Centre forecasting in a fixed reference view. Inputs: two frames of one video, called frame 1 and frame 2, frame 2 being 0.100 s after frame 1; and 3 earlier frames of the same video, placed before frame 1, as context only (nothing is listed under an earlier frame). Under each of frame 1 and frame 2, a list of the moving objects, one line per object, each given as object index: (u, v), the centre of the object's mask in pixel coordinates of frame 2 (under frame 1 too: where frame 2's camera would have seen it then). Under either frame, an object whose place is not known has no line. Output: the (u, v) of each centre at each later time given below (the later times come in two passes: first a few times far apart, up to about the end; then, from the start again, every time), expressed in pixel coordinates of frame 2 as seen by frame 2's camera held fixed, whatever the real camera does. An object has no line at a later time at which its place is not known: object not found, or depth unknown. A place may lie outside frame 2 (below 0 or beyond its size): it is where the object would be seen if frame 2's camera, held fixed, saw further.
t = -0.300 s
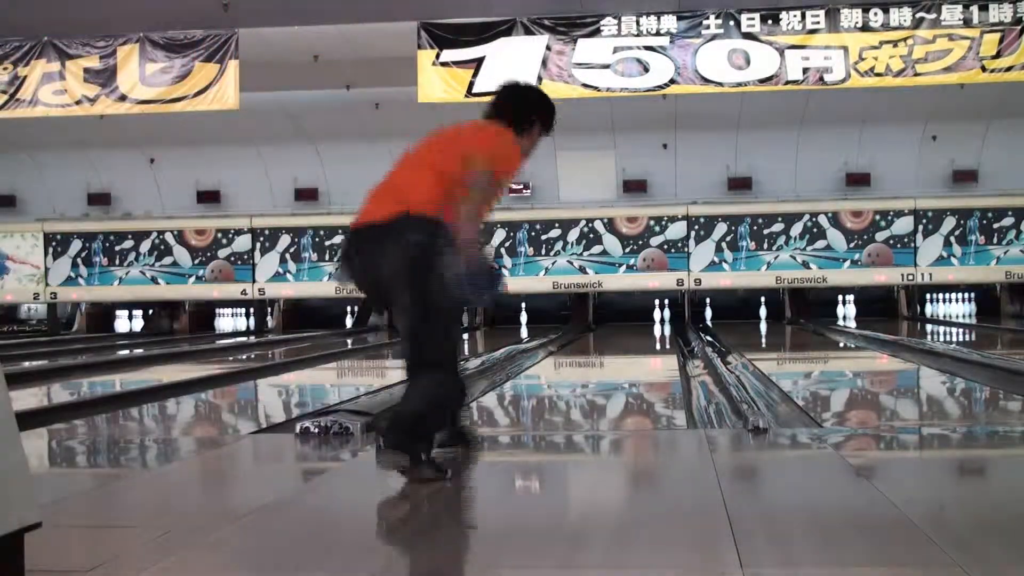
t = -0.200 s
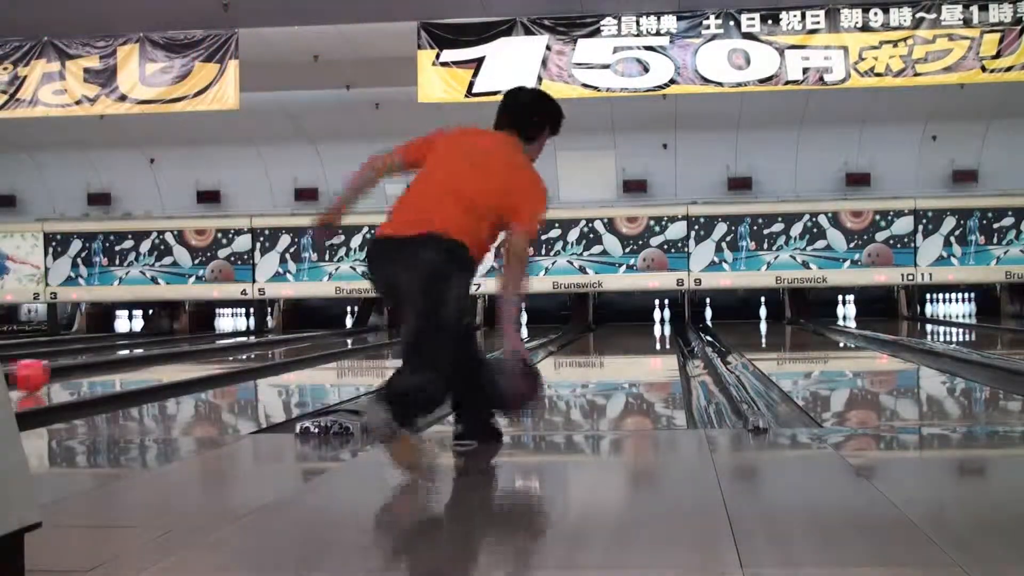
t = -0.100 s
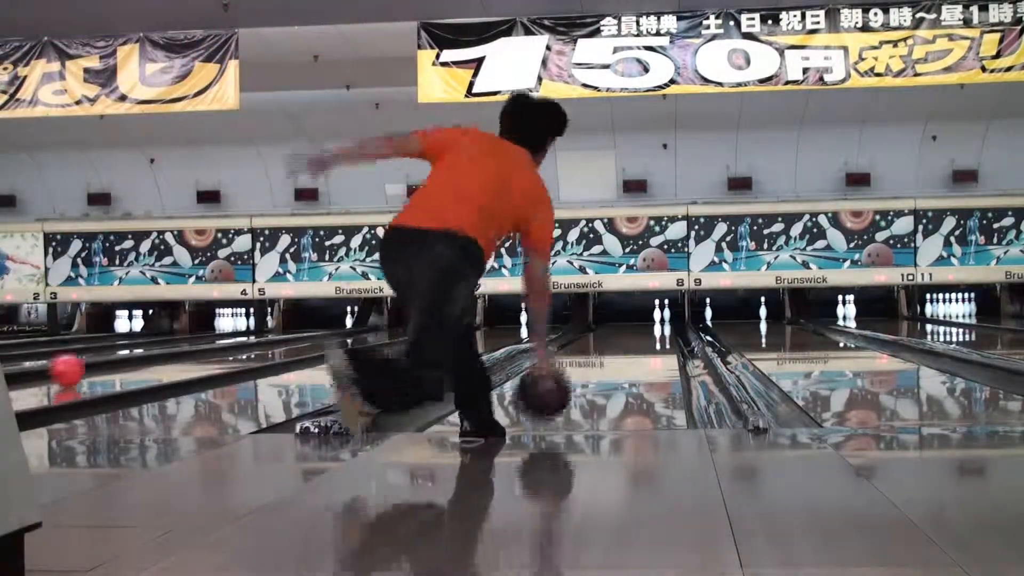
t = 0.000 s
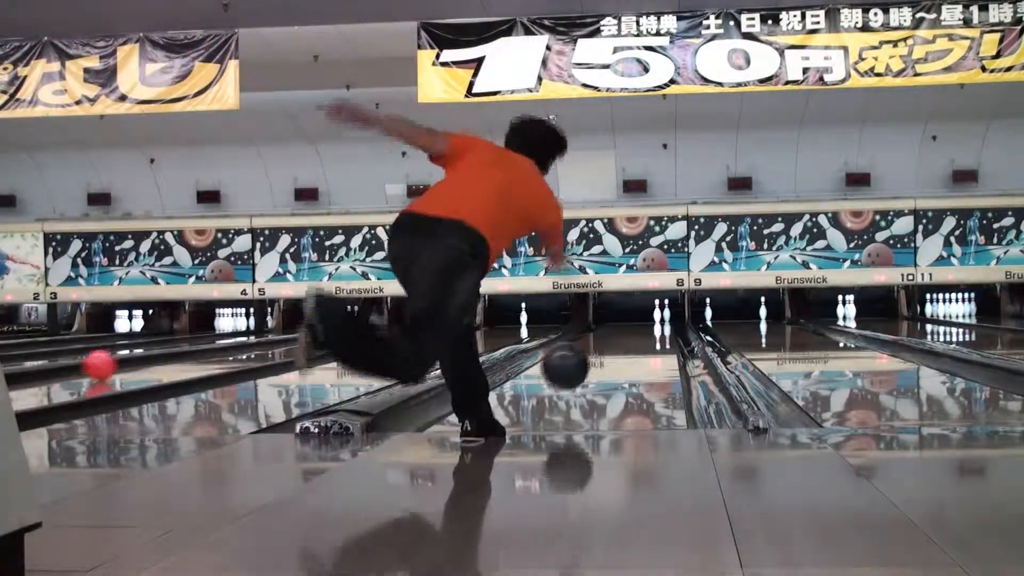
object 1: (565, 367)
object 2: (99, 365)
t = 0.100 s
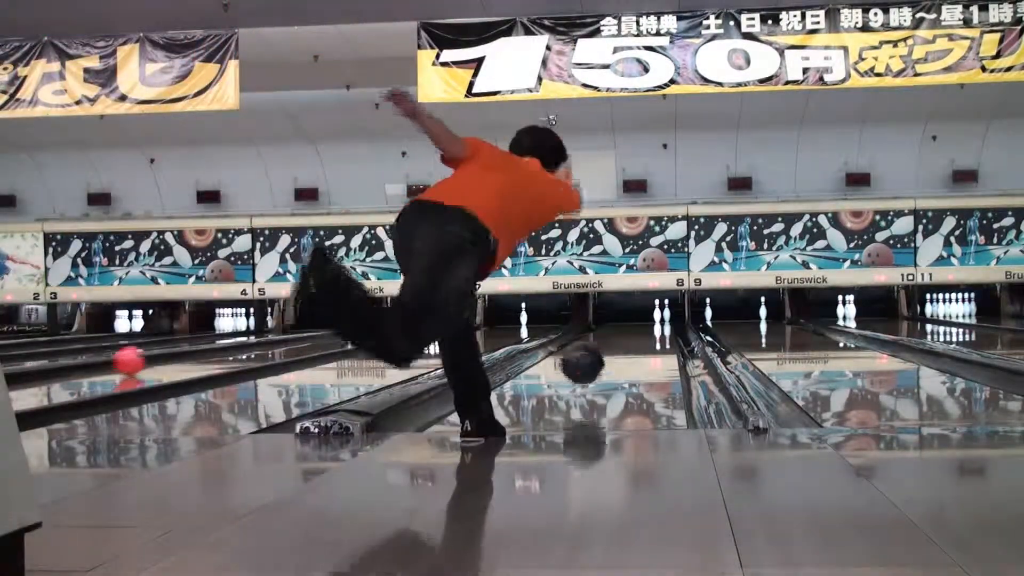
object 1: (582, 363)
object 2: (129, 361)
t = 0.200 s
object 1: (595, 370)
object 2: (155, 357)
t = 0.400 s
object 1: (615, 357)
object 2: (199, 350)
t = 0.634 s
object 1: (632, 345)
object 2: (241, 345)
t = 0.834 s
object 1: (640, 338)
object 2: (270, 340)
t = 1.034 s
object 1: (648, 333)
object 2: (296, 337)
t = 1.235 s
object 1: (654, 329)
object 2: (318, 335)
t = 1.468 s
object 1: (658, 325)
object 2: (339, 332)
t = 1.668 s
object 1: (662, 322)
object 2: (356, 330)
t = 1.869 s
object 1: (663, 320)
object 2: (369, 328)
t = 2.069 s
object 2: (383, 326)
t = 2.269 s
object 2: (394, 324)
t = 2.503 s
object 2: (406, 322)
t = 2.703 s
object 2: (415, 321)
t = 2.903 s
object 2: (408, 321)
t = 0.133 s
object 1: (587, 367)
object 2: (138, 359)
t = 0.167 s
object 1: (591, 371)
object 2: (147, 358)
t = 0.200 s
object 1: (595, 370)
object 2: (155, 357)
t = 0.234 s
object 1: (599, 368)
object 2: (163, 356)
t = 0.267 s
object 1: (603, 366)
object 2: (171, 354)
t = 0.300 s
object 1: (606, 364)
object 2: (178, 353)
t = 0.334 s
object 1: (610, 362)
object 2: (185, 352)
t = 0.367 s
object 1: (613, 359)
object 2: (192, 351)
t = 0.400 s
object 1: (615, 357)
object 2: (199, 350)
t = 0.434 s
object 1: (618, 356)
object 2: (206, 350)
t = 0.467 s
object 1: (621, 355)
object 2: (212, 349)
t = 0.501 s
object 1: (623, 353)
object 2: (218, 348)
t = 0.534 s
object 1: (626, 352)
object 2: (224, 347)
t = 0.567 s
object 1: (628, 349)
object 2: (230, 346)
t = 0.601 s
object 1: (629, 347)
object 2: (235, 346)
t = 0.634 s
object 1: (632, 345)
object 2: (241, 345)
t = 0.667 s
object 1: (633, 343)
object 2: (246, 343)
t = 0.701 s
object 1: (635, 342)
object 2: (252, 343)
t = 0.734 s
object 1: (636, 341)
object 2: (257, 343)
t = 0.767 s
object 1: (637, 341)
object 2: (261, 342)
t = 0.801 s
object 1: (639, 340)
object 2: (266, 341)
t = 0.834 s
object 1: (640, 338)
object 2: (270, 340)
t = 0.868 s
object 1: (641, 337)
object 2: (275, 340)
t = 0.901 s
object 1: (642, 337)
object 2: (279, 340)
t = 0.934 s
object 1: (643, 336)
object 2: (283, 339)
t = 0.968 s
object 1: (645, 335)
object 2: (287, 338)
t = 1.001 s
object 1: (647, 334)
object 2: (292, 338)
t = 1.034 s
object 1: (648, 333)
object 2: (296, 337)
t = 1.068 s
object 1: (649, 332)
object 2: (300, 337)
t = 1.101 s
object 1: (650, 332)
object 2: (304, 336)
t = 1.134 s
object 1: (650, 331)
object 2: (307, 336)
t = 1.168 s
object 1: (651, 331)
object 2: (311, 335)
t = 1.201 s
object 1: (653, 330)
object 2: (314, 335)
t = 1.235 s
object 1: (654, 329)
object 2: (318, 335)
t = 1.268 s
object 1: (654, 328)
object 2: (321, 334)
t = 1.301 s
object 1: (655, 328)
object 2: (324, 334)
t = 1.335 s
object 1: (656, 327)
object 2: (327, 333)
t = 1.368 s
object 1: (656, 327)
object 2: (330, 333)
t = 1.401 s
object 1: (656, 325)
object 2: (333, 332)
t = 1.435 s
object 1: (656, 326)
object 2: (336, 332)
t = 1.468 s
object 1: (658, 325)
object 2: (339, 332)
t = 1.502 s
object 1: (659, 325)
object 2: (341, 331)
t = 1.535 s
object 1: (660, 324)
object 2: (345, 331)
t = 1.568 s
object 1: (660, 324)
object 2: (347, 331)
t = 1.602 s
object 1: (661, 323)
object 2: (350, 331)
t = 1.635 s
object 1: (661, 323)
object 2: (353, 330)
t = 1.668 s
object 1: (662, 322)
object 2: (356, 330)
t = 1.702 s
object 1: (662, 322)
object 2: (359, 329)
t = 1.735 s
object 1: (662, 321)
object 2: (360, 329)
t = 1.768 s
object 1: (662, 321)
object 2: (363, 329)
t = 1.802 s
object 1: (663, 320)
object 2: (365, 328)
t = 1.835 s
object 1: (663, 320)
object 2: (367, 328)
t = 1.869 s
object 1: (663, 320)
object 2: (369, 328)
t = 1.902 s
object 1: (663, 319)
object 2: (371, 328)
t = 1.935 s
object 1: (663, 319)
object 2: (374, 327)
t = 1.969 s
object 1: (663, 319)
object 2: (376, 327)
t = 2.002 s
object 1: (663, 319)
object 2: (377, 326)
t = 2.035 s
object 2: (380, 326)
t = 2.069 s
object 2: (383, 326)
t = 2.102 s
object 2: (384, 326)
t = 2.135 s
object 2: (386, 325)
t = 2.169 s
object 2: (388, 325)
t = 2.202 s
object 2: (390, 325)
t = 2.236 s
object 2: (391, 325)
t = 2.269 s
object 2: (394, 324)
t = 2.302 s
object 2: (396, 324)
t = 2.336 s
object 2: (398, 324)
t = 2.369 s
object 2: (400, 324)
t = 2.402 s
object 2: (401, 323)
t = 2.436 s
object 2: (403, 323)
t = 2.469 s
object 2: (404, 323)
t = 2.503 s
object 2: (406, 322)
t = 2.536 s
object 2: (408, 322)
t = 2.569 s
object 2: (409, 322)
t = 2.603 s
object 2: (410, 322)
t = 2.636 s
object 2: (413, 322)
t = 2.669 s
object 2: (414, 321)
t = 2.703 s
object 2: (415, 321)
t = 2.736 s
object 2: (414, 321)
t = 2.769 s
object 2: (412, 321)
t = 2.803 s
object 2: (412, 321)
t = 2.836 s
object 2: (411, 321)
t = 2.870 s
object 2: (409, 321)
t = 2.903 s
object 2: (408, 321)
